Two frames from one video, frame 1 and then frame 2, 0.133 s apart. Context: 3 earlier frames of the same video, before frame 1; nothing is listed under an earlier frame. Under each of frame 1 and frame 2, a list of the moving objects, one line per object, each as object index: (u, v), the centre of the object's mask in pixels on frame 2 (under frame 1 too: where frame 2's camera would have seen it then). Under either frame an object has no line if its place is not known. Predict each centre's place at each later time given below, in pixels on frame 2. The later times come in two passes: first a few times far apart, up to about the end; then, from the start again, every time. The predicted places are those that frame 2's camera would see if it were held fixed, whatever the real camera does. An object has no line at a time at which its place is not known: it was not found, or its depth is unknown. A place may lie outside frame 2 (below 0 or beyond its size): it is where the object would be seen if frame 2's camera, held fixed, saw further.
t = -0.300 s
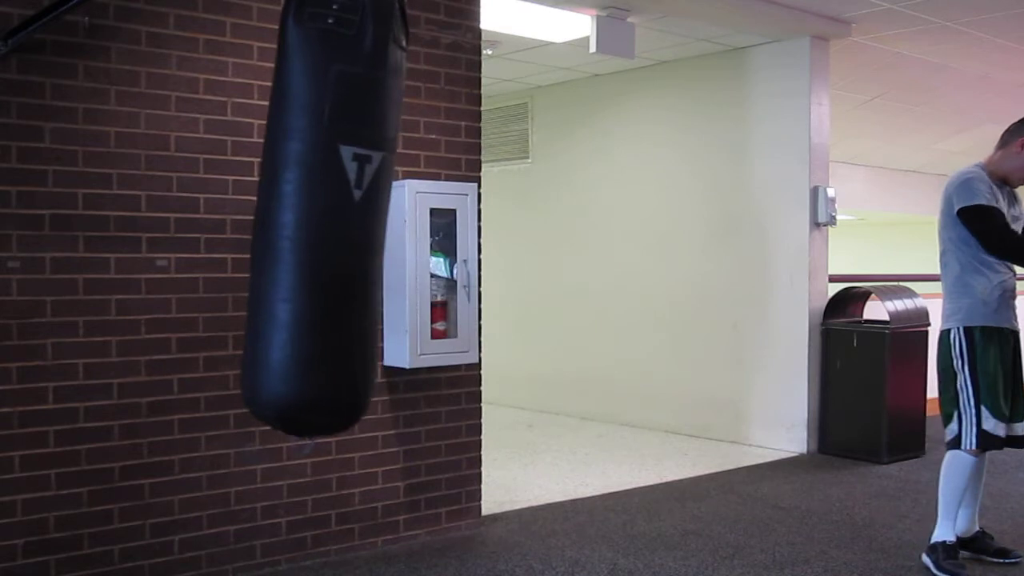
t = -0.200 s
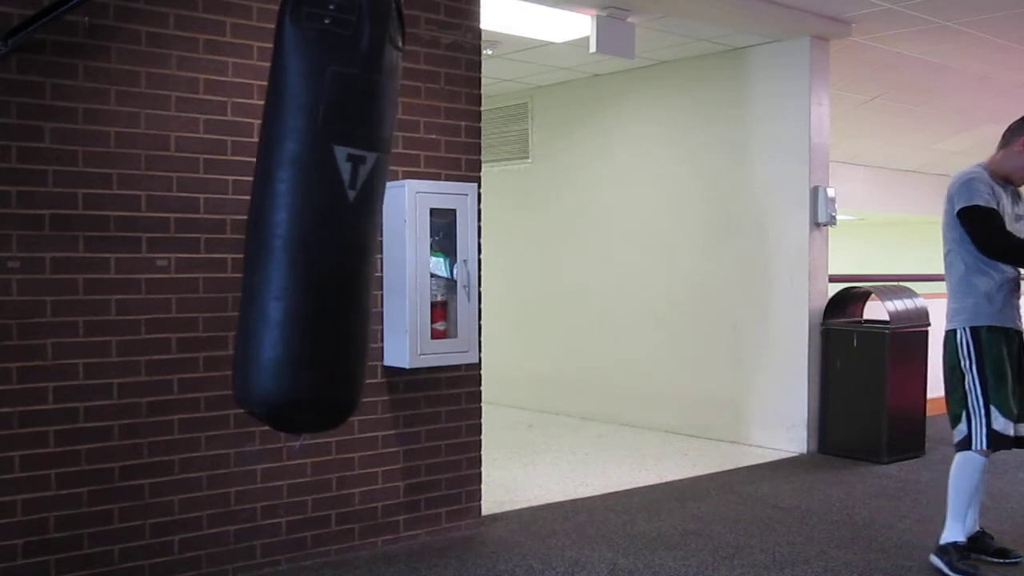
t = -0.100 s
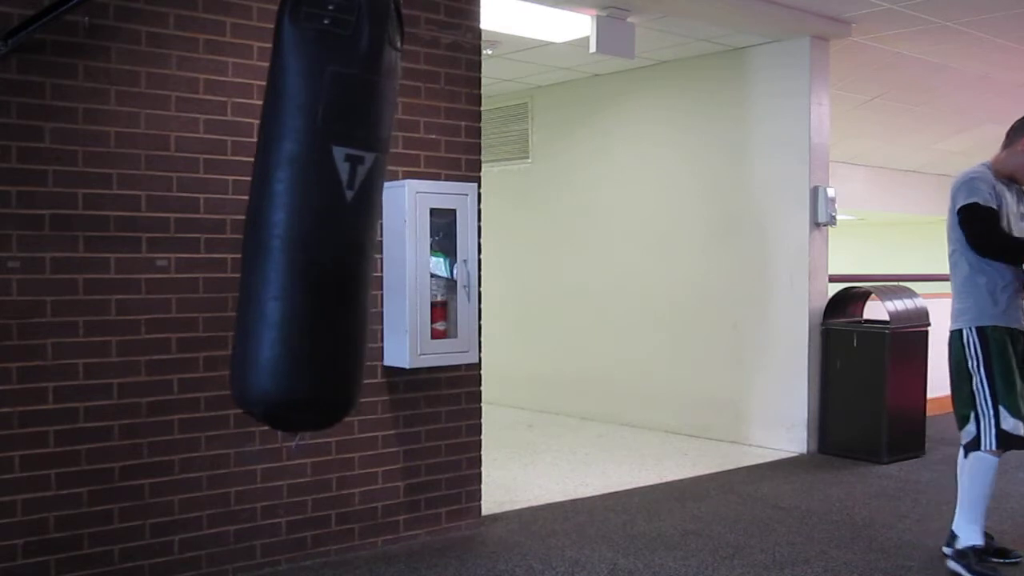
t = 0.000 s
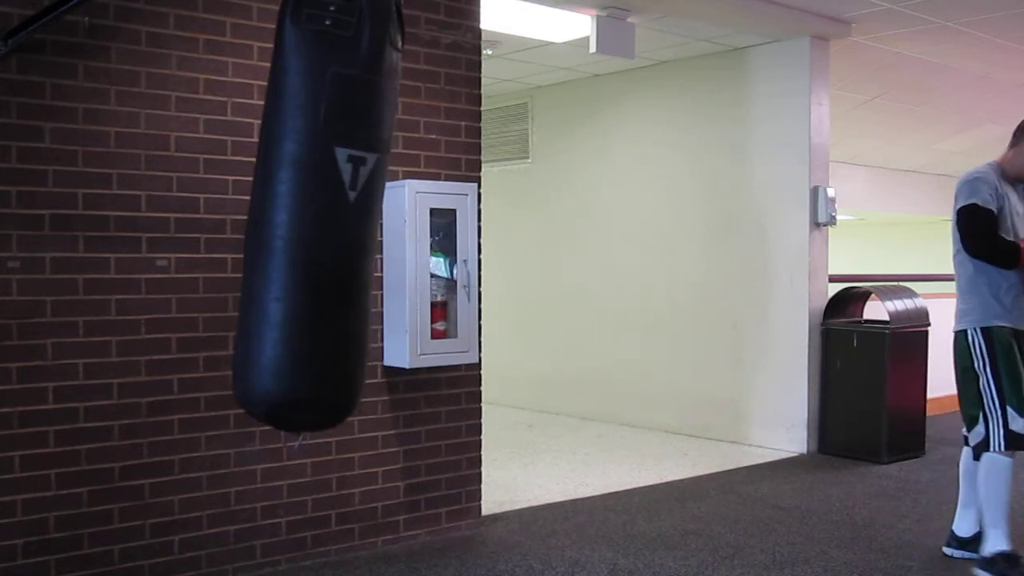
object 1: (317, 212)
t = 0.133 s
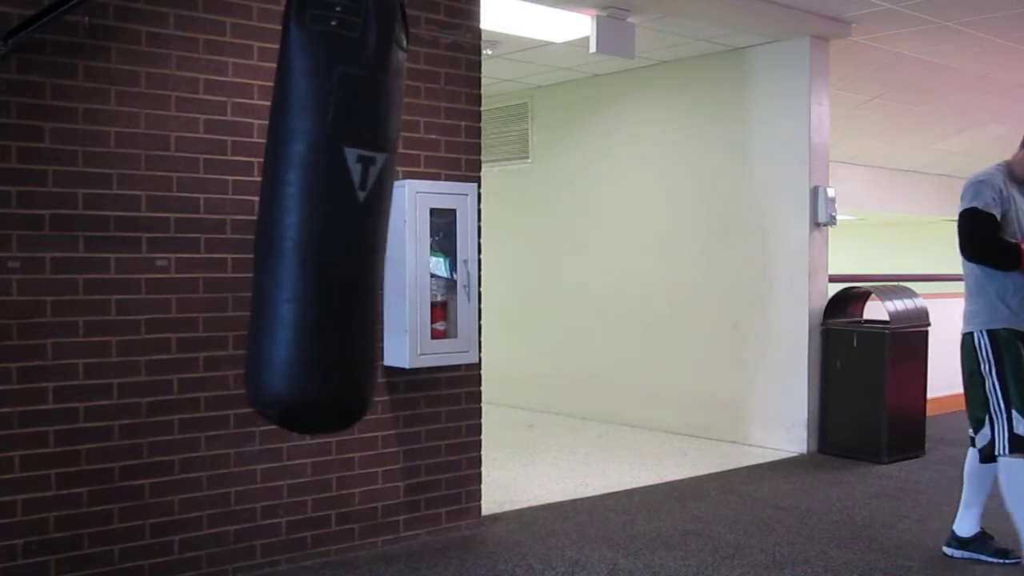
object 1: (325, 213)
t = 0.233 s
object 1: (336, 214)
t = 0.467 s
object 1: (370, 219)
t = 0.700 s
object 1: (405, 221)
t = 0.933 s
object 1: (426, 221)
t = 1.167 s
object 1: (421, 221)
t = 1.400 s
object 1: (395, 223)
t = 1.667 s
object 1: (351, 219)
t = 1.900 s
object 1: (324, 215)
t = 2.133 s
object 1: (316, 212)
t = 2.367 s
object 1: (329, 214)
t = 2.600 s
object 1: (359, 218)
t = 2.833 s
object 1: (395, 220)
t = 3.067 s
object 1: (420, 221)
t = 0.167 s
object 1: (328, 213)
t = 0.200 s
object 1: (332, 214)
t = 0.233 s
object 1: (336, 214)
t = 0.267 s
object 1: (340, 216)
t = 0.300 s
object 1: (344, 216)
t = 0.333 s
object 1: (349, 216)
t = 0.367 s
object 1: (354, 217)
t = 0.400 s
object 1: (359, 218)
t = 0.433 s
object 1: (365, 219)
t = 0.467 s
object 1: (370, 219)
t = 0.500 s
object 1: (376, 219)
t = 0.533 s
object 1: (381, 220)
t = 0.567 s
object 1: (386, 221)
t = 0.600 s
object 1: (391, 220)
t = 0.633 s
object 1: (396, 221)
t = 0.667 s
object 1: (401, 221)
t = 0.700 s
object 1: (405, 221)
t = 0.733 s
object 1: (410, 221)
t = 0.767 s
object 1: (413, 221)
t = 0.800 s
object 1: (417, 221)
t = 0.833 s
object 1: (419, 221)
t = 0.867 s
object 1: (423, 221)
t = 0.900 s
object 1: (425, 221)
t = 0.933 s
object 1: (426, 221)
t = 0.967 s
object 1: (427, 221)
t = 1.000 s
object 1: (428, 221)
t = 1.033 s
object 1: (427, 221)
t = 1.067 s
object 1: (427, 221)
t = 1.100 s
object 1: (425, 221)
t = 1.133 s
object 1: (424, 221)
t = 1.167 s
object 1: (421, 221)
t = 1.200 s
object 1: (419, 221)
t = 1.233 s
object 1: (415, 222)
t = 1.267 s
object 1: (413, 222)
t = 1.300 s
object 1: (408, 222)
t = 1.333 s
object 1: (404, 222)
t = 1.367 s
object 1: (399, 222)
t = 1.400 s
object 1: (395, 223)
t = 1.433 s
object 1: (388, 222)
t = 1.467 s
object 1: (384, 222)
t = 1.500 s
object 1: (378, 221)
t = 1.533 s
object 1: (372, 221)
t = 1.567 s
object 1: (367, 221)
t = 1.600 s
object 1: (362, 221)
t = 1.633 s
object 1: (356, 220)
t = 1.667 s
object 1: (351, 219)
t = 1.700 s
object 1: (346, 218)
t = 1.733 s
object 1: (341, 217)
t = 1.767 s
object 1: (338, 217)
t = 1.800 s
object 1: (333, 216)
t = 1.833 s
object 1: (330, 216)
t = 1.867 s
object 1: (326, 215)
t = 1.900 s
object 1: (324, 215)
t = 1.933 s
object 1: (321, 214)
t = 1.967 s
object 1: (319, 214)
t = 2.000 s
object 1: (317, 213)
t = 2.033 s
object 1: (317, 212)
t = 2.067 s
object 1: (316, 212)
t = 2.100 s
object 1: (316, 212)
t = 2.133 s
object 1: (316, 212)
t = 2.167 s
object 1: (316, 212)
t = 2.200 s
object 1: (317, 211)
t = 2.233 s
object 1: (319, 212)
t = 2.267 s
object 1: (321, 212)
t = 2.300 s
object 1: (323, 212)
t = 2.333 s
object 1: (326, 213)
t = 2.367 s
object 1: (329, 214)
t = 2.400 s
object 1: (332, 213)
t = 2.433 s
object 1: (336, 214)
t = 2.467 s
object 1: (340, 215)
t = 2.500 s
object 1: (345, 215)
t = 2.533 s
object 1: (349, 216)
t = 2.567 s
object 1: (355, 217)
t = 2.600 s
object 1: (359, 218)
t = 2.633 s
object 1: (364, 218)
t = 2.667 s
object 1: (369, 218)
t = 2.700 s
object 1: (375, 219)
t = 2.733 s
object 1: (380, 219)
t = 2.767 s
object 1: (385, 220)
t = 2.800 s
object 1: (389, 219)
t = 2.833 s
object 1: (395, 220)
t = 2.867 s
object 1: (399, 220)
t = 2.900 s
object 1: (404, 221)
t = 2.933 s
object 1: (408, 221)
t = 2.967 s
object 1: (412, 221)
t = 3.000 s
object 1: (415, 221)
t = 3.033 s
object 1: (418, 221)
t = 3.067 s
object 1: (420, 221)
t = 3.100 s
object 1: (423, 221)
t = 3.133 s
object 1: (424, 221)
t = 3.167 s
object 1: (425, 221)
